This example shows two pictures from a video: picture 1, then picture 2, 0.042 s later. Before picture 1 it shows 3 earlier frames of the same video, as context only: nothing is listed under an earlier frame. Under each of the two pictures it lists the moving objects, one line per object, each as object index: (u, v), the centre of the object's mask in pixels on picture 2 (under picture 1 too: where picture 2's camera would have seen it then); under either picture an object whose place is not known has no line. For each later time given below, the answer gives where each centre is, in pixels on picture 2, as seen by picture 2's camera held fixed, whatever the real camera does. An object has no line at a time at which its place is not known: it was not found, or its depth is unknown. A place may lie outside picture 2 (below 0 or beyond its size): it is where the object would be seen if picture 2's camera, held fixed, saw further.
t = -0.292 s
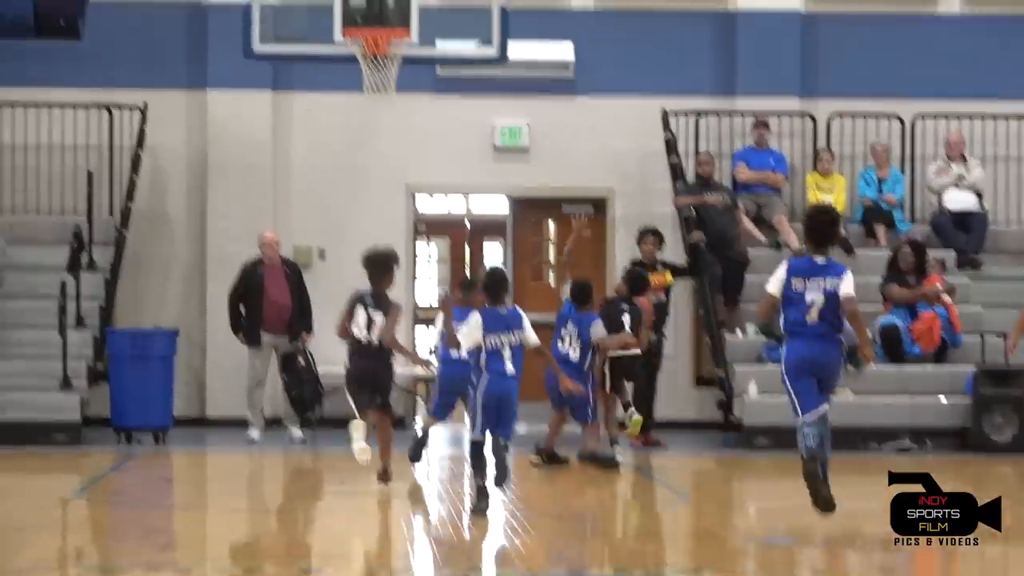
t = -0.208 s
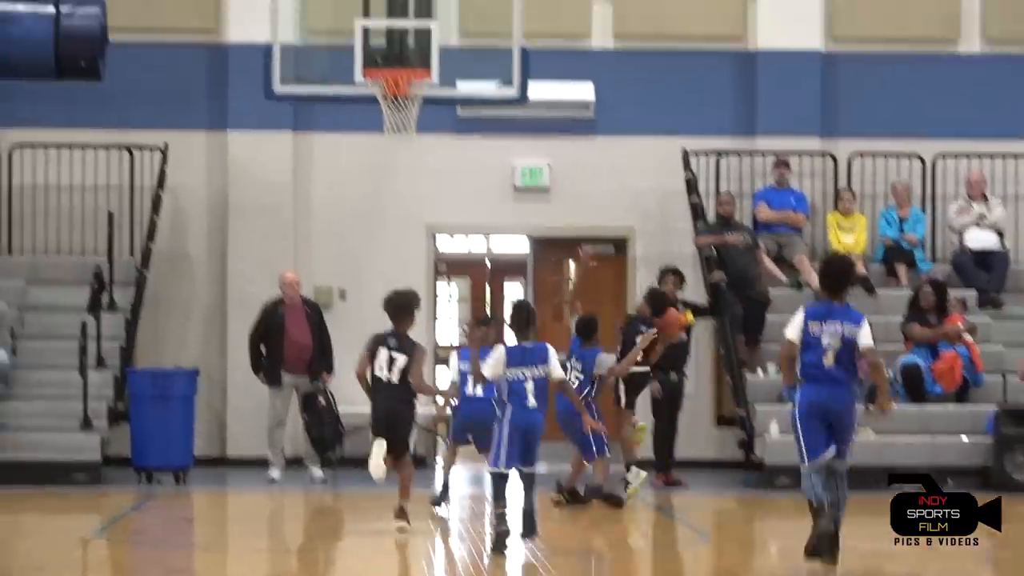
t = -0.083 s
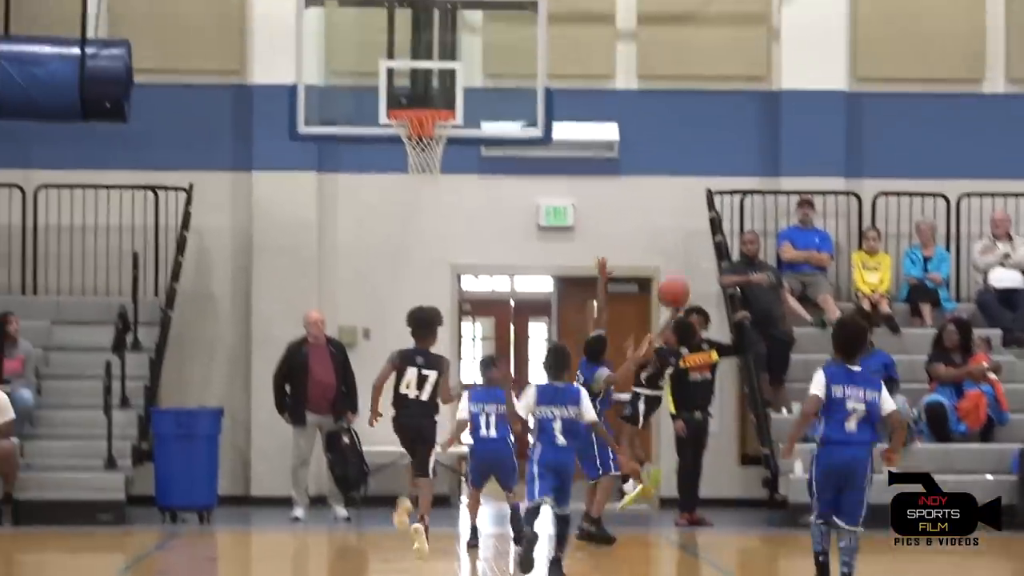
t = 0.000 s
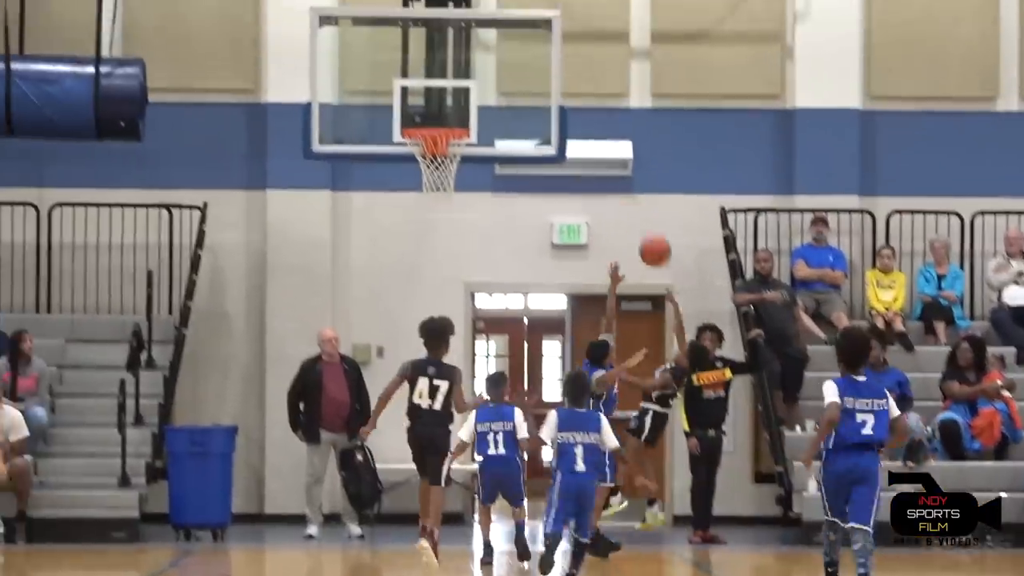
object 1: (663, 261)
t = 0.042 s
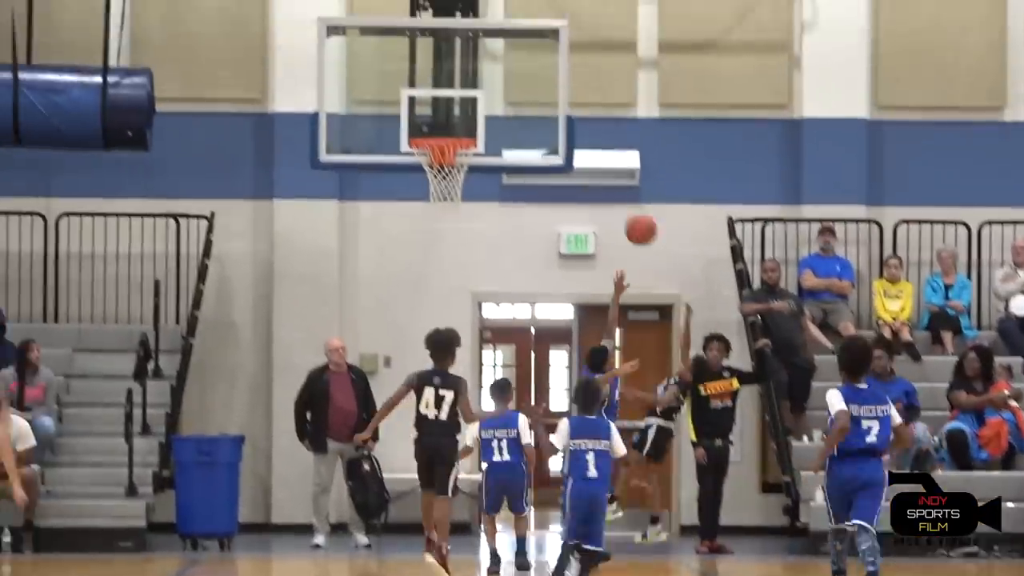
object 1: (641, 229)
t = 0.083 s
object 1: (626, 210)
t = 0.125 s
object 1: (605, 185)
